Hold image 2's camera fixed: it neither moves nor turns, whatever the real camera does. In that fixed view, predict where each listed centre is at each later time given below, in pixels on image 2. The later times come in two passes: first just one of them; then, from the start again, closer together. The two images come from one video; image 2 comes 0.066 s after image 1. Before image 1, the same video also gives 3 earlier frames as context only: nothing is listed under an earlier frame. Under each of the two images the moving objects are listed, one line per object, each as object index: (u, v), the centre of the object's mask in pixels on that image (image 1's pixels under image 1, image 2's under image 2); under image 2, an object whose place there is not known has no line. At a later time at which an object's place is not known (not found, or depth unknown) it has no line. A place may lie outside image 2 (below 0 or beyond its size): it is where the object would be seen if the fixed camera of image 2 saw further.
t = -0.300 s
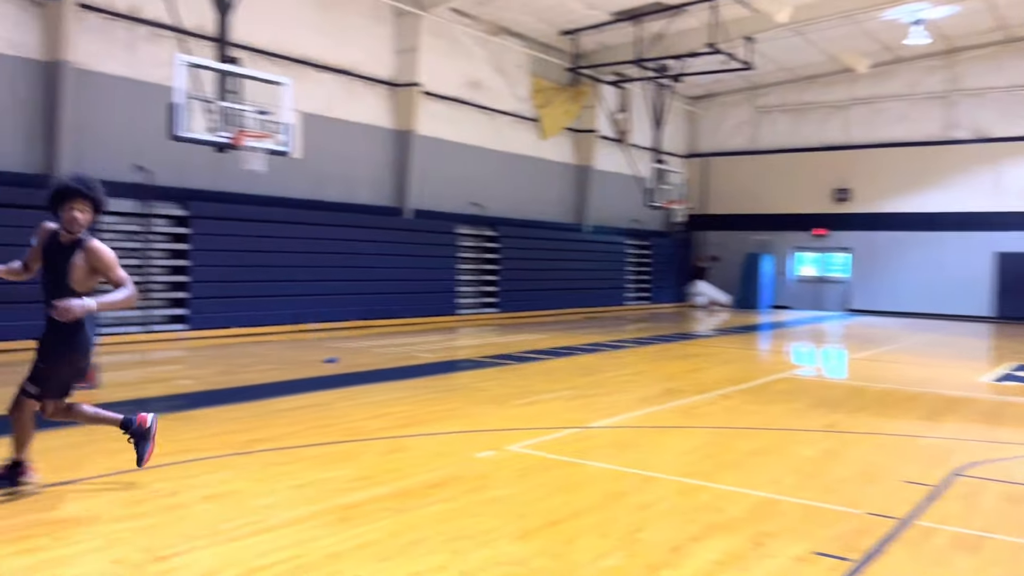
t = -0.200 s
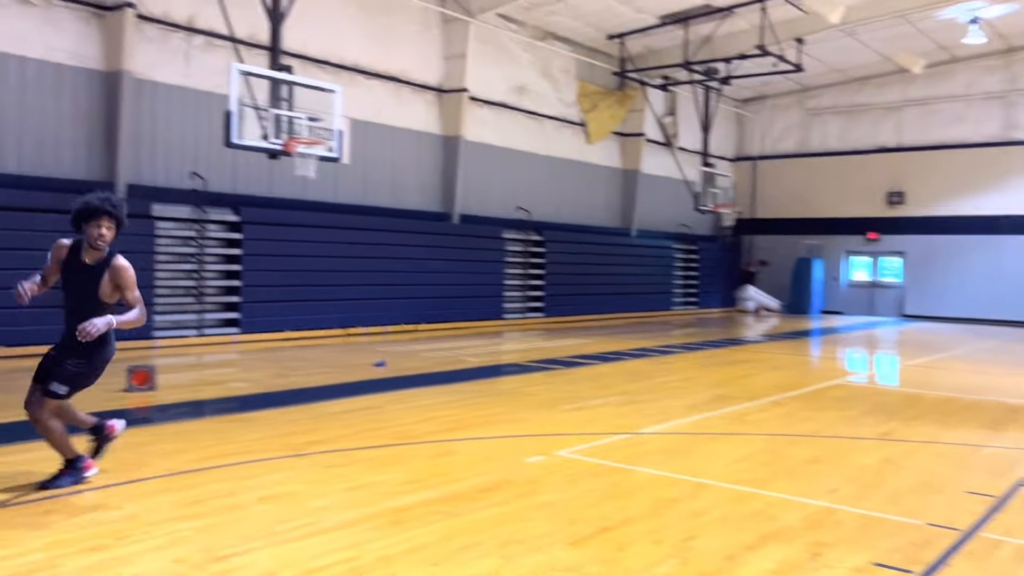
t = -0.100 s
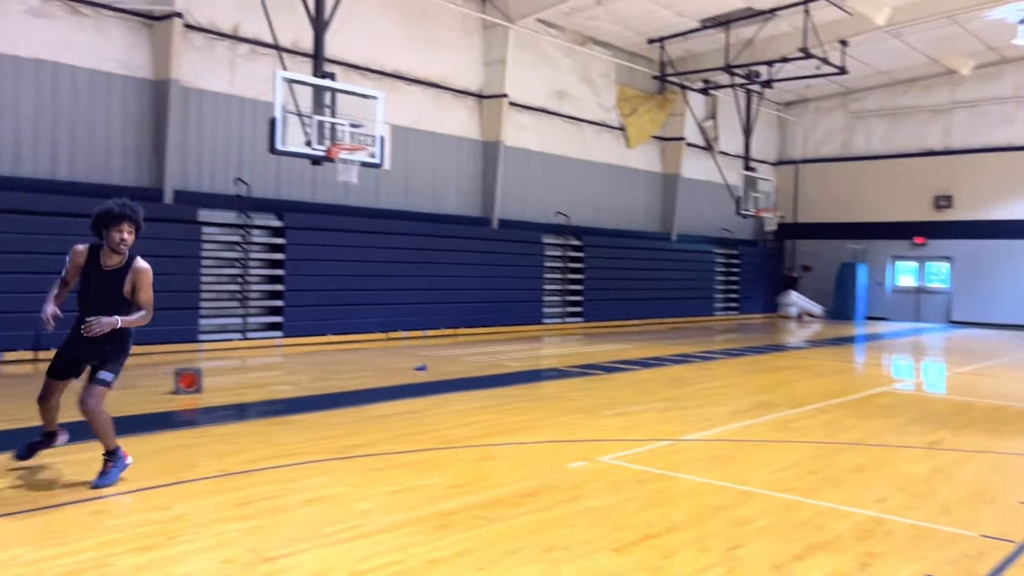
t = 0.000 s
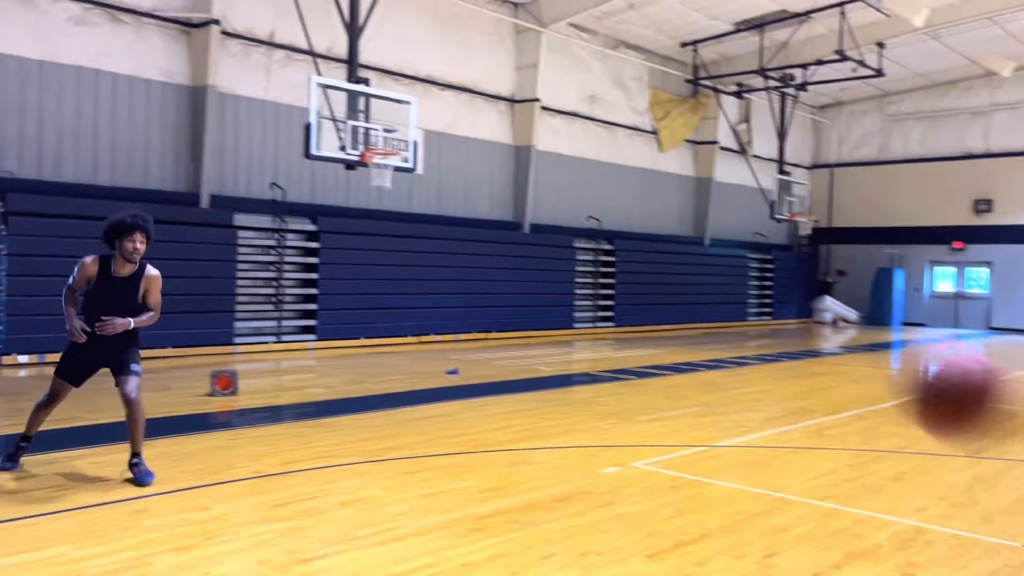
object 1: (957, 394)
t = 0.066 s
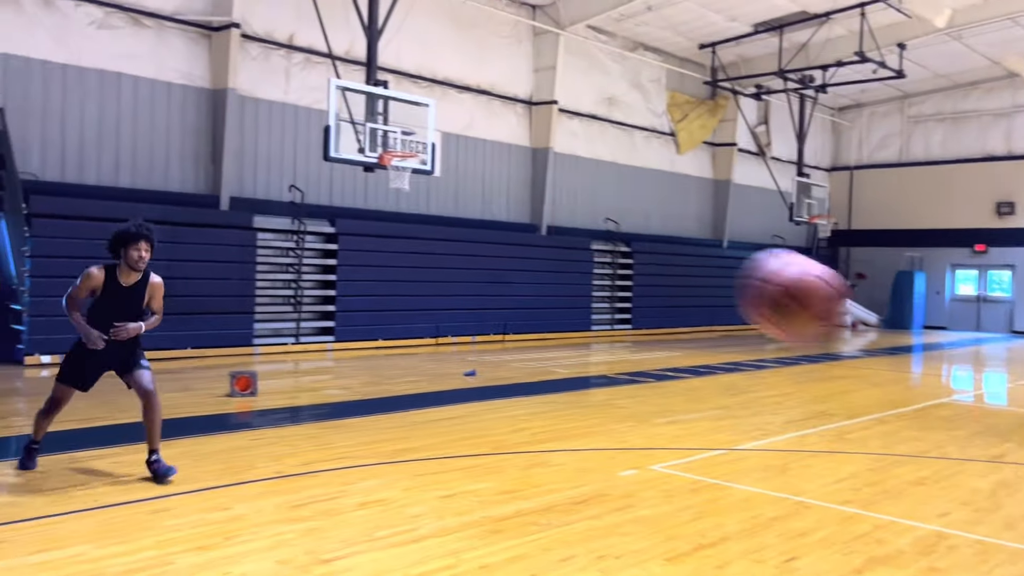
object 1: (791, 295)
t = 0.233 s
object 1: (496, 191)
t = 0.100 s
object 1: (712, 264)
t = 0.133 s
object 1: (651, 237)
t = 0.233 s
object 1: (496, 191)
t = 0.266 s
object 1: (453, 185)
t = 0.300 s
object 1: (413, 182)
